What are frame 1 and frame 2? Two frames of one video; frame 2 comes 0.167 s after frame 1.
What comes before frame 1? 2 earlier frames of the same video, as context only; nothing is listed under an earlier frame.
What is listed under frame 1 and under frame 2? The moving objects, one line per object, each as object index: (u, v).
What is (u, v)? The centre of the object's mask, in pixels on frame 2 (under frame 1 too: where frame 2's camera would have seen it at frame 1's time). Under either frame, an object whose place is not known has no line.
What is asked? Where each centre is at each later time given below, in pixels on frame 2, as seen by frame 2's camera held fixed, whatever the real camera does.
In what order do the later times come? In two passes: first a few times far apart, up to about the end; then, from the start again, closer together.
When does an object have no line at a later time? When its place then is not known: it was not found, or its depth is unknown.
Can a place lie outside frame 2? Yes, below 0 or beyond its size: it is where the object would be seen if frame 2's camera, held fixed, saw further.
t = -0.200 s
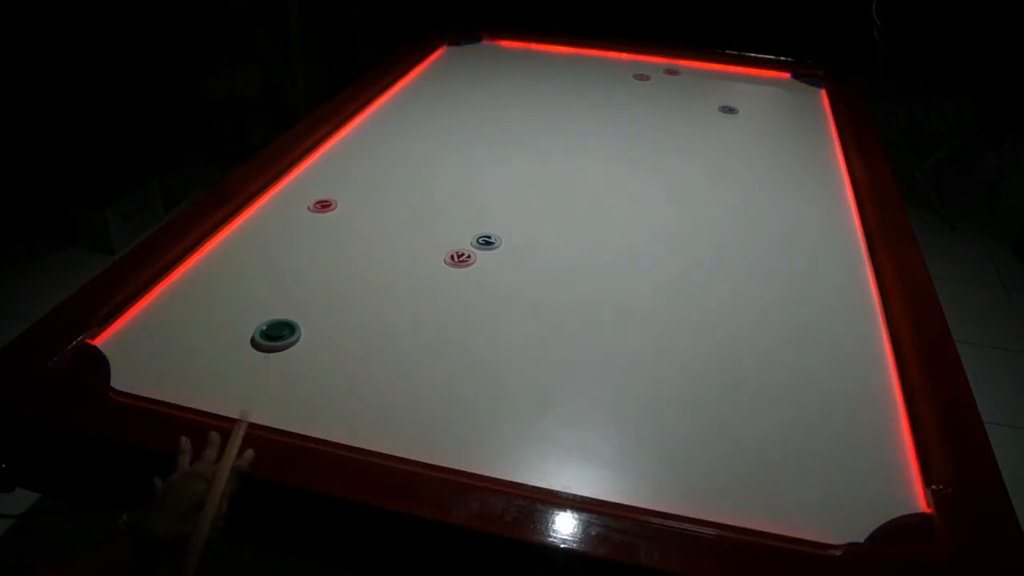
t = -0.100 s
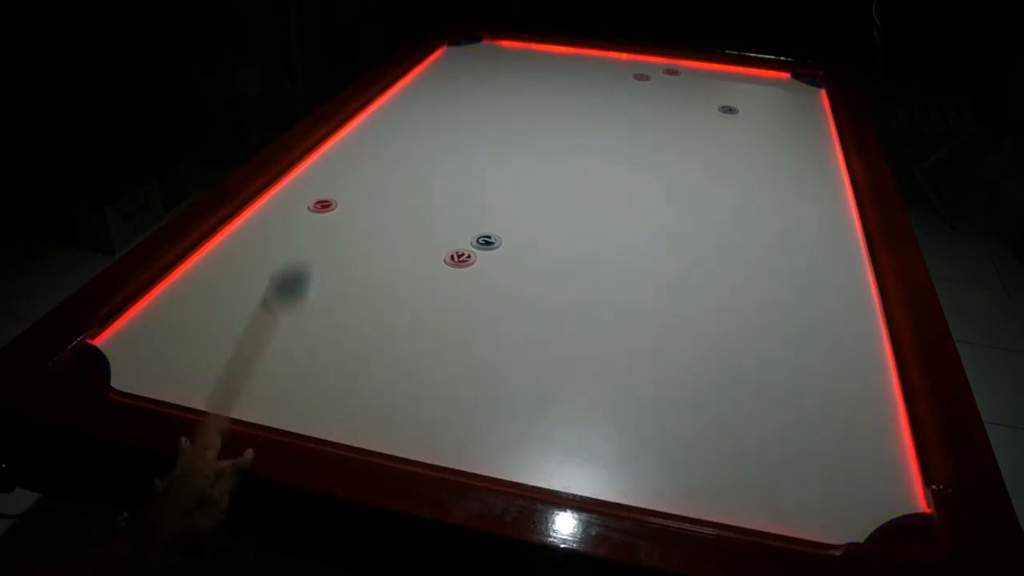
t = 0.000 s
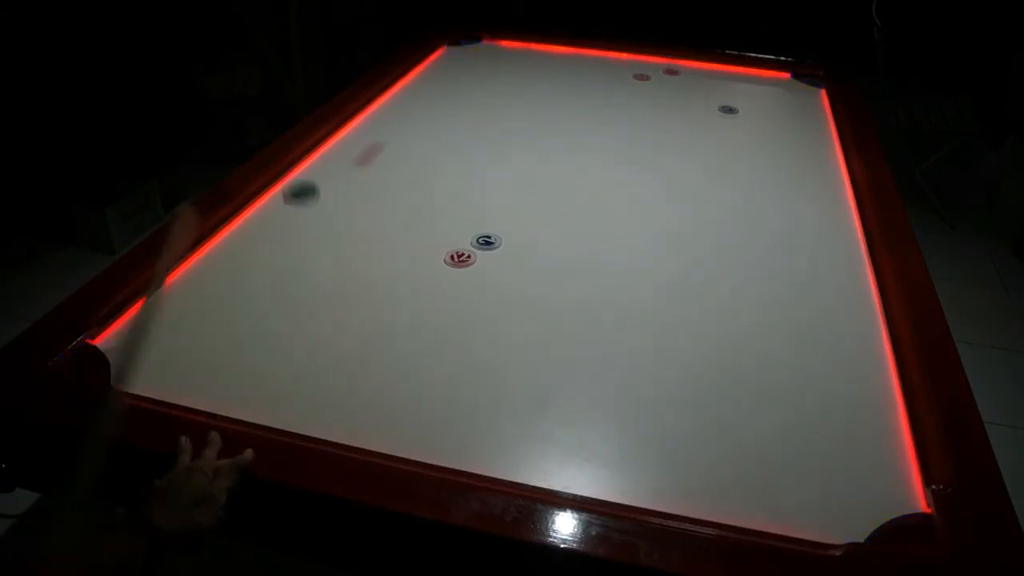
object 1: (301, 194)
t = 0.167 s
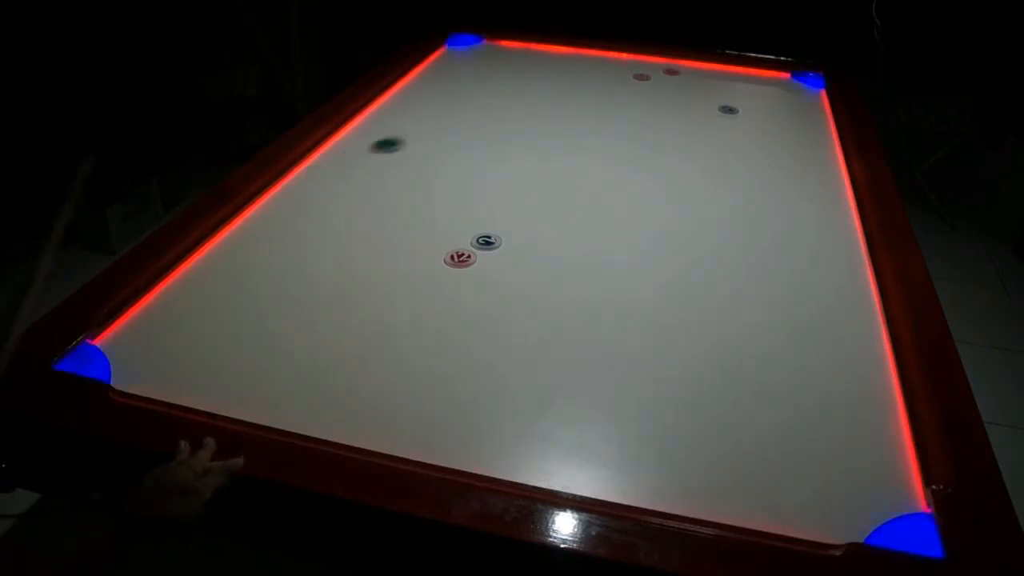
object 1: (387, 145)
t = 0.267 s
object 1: (431, 127)
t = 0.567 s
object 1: (506, 99)
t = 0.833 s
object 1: (514, 97)
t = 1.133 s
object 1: (514, 97)
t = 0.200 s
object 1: (403, 138)
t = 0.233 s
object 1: (418, 133)
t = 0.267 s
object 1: (431, 127)
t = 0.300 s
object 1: (444, 123)
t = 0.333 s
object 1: (455, 118)
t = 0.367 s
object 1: (465, 114)
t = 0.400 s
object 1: (475, 111)
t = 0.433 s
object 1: (482, 108)
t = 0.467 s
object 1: (490, 105)
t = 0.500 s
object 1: (496, 103)
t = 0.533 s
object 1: (501, 101)
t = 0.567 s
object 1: (506, 99)
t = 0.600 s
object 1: (510, 98)
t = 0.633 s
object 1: (512, 97)
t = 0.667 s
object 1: (513, 97)
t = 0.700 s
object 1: (514, 97)
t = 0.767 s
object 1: (514, 97)
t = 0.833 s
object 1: (514, 97)
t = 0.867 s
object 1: (514, 97)
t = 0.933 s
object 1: (514, 97)
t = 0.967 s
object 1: (514, 97)
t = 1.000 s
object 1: (514, 97)
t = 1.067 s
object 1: (514, 97)
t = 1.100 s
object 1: (514, 97)
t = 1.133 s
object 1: (514, 97)
